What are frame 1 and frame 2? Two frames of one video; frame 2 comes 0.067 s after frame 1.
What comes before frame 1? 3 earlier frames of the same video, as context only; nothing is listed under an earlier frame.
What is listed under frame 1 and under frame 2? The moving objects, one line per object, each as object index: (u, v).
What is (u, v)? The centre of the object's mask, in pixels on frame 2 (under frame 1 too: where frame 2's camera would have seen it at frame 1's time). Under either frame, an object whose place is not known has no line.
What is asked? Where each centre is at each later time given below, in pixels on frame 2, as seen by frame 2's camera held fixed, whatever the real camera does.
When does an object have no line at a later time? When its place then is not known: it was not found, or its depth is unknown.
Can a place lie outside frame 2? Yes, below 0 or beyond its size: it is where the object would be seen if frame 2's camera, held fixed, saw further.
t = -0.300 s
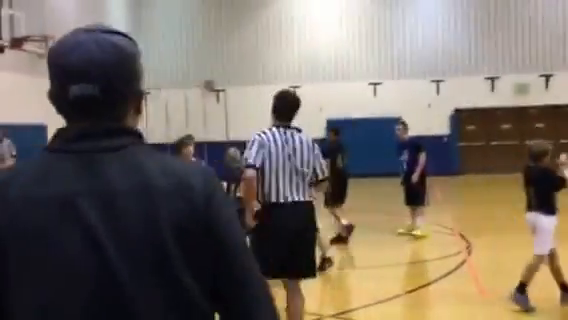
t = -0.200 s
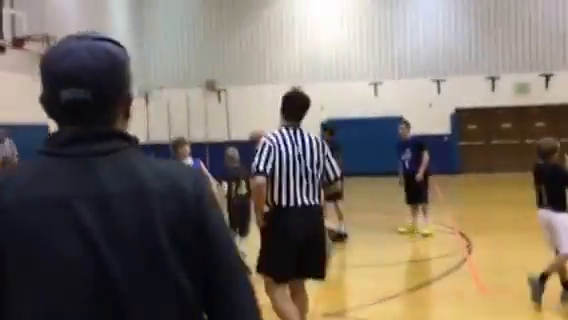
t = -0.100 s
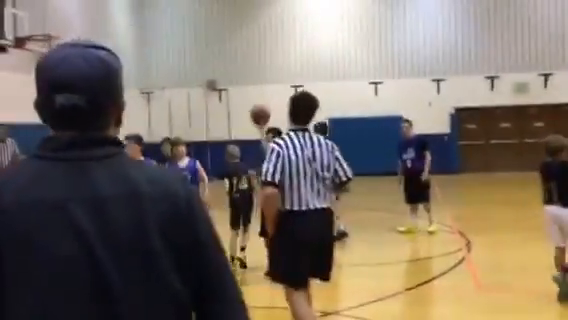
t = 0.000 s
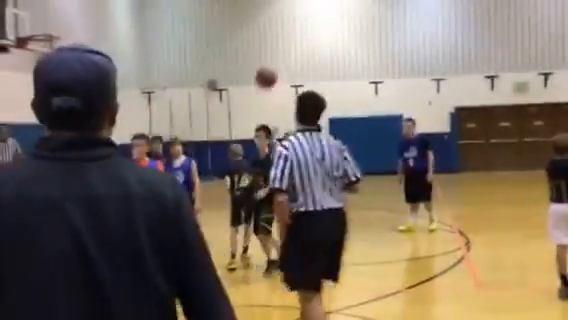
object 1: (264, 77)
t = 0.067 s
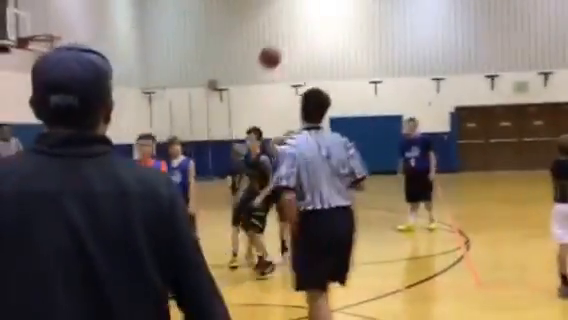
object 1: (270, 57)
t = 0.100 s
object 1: (273, 47)
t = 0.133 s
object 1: (276, 38)
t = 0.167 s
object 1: (278, 29)
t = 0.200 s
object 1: (281, 21)
